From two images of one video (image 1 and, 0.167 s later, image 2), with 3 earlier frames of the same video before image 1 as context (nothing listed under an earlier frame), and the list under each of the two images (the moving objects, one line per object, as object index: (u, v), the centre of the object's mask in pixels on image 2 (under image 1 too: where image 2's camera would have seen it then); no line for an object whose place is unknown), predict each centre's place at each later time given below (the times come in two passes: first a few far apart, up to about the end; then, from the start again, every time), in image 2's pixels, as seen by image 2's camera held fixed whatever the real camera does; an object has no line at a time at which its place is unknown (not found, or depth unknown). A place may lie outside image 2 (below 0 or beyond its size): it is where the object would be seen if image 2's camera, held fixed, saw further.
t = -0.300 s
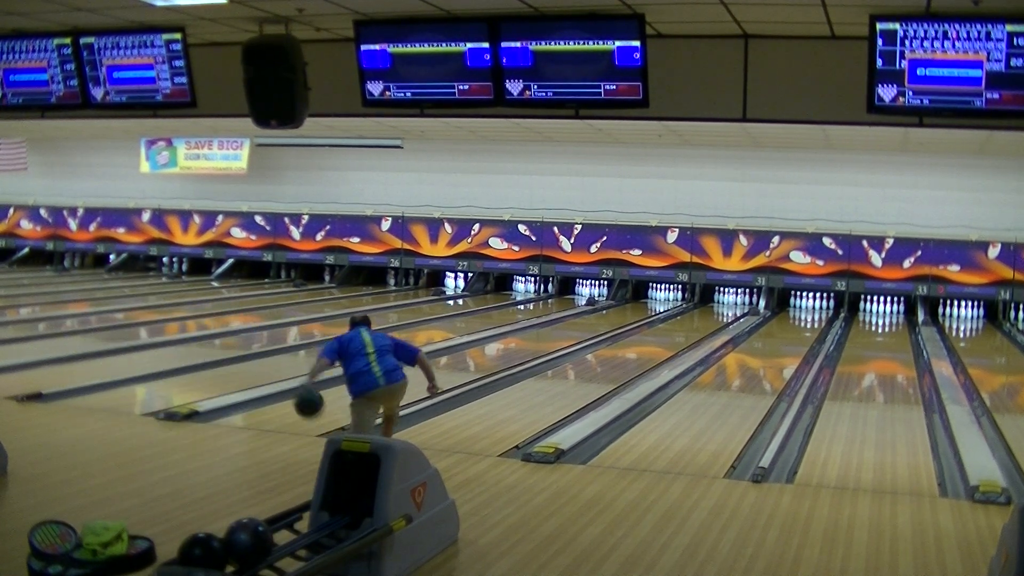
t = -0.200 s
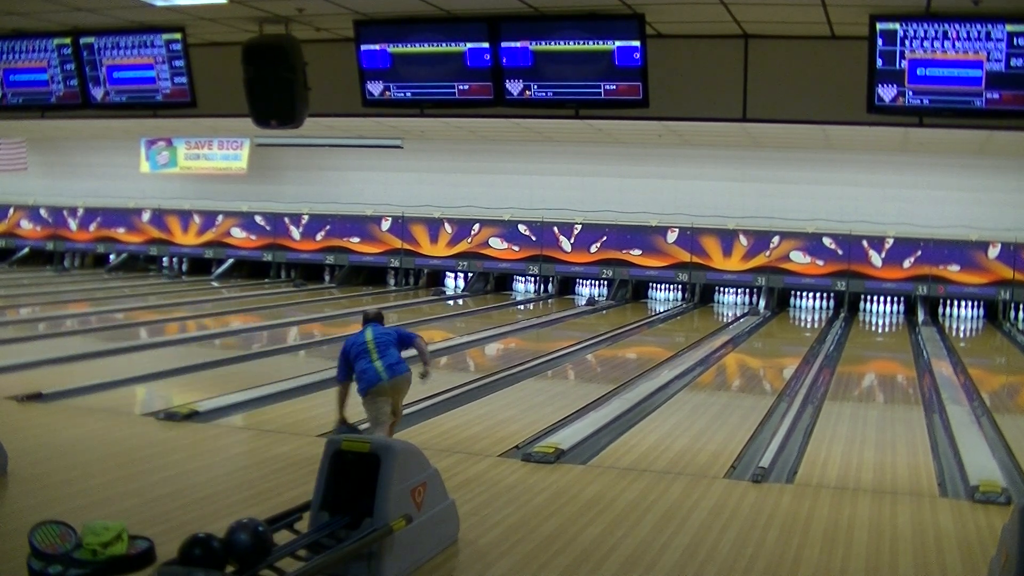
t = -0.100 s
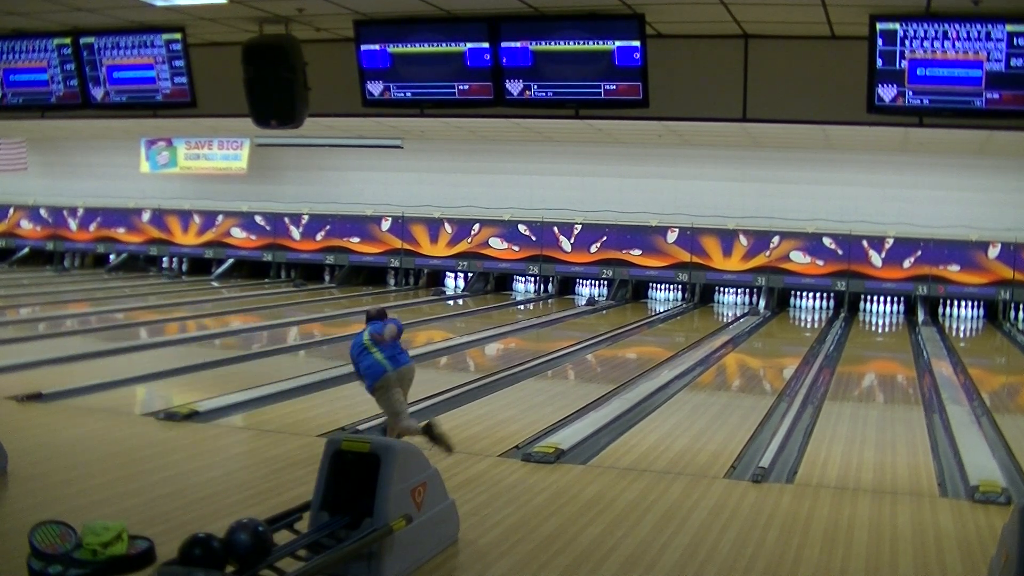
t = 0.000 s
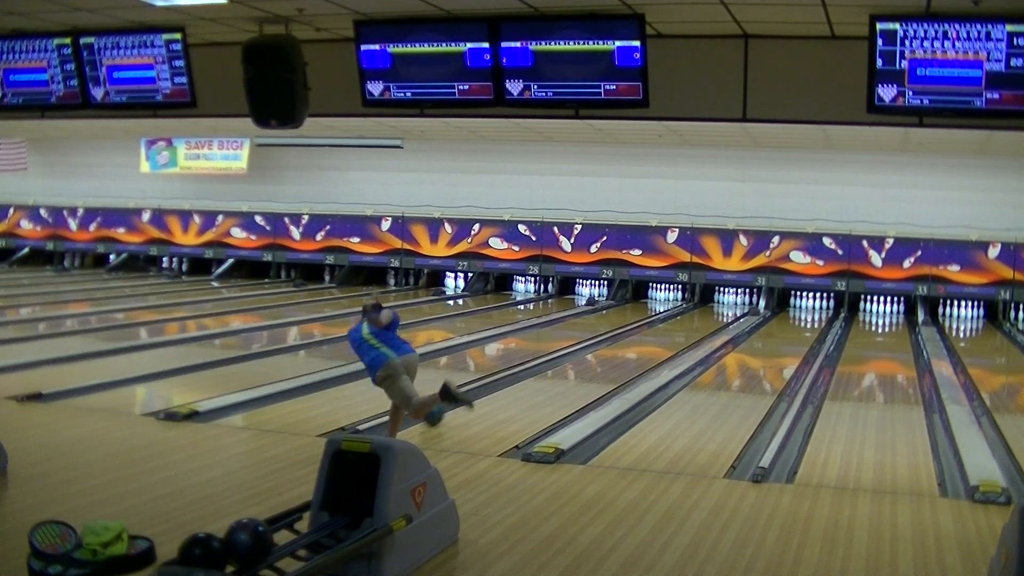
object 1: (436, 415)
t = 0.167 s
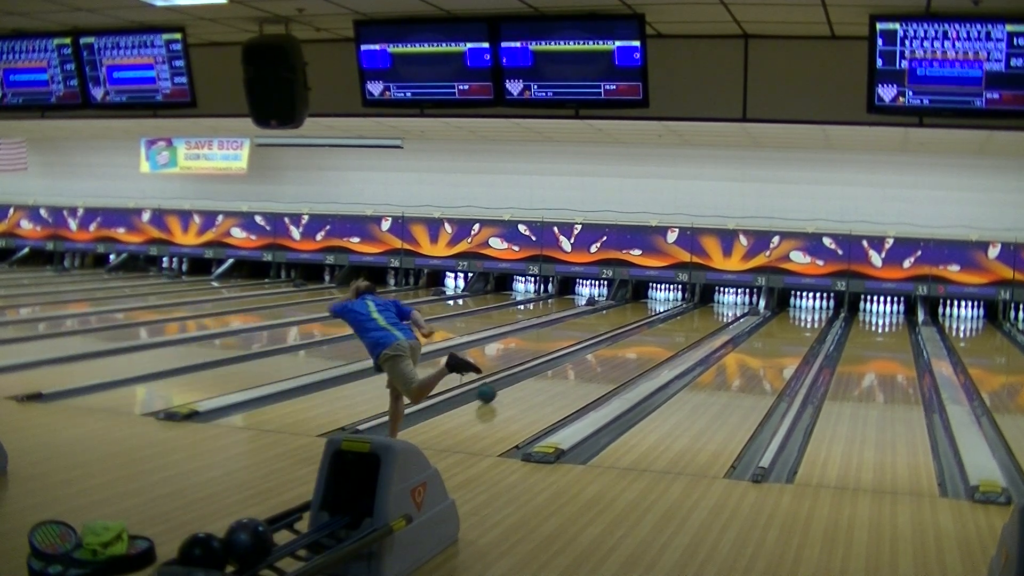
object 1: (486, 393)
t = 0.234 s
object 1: (504, 386)
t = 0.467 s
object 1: (558, 365)
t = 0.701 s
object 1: (598, 349)
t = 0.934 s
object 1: (630, 337)
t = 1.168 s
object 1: (656, 327)
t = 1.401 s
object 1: (678, 318)
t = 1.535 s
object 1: (689, 314)
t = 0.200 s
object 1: (495, 389)
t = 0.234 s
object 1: (504, 386)
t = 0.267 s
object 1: (513, 382)
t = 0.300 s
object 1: (521, 379)
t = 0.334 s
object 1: (529, 376)
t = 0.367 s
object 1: (537, 373)
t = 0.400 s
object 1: (544, 370)
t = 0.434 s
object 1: (551, 367)
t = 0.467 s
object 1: (558, 365)
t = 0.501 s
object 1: (564, 362)
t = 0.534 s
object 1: (571, 360)
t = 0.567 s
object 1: (577, 358)
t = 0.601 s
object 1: (582, 356)
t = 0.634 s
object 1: (588, 353)
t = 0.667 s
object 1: (593, 351)
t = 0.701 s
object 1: (598, 349)
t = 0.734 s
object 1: (603, 347)
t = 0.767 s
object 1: (608, 346)
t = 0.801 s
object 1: (613, 344)
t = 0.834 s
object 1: (617, 342)
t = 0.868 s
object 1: (621, 340)
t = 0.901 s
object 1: (626, 338)
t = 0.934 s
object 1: (630, 337)
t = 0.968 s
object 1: (634, 335)
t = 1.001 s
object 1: (638, 333)
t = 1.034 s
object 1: (641, 332)
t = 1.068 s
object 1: (646, 330)
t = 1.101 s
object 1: (649, 329)
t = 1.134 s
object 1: (653, 328)
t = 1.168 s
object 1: (656, 327)
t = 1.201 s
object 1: (659, 326)
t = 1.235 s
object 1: (662, 324)
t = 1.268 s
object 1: (666, 323)
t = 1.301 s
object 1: (669, 322)
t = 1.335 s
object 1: (672, 320)
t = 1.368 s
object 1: (675, 319)
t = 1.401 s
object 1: (678, 318)
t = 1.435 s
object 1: (681, 317)
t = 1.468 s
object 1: (684, 316)
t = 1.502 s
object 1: (687, 315)
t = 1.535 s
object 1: (689, 314)
